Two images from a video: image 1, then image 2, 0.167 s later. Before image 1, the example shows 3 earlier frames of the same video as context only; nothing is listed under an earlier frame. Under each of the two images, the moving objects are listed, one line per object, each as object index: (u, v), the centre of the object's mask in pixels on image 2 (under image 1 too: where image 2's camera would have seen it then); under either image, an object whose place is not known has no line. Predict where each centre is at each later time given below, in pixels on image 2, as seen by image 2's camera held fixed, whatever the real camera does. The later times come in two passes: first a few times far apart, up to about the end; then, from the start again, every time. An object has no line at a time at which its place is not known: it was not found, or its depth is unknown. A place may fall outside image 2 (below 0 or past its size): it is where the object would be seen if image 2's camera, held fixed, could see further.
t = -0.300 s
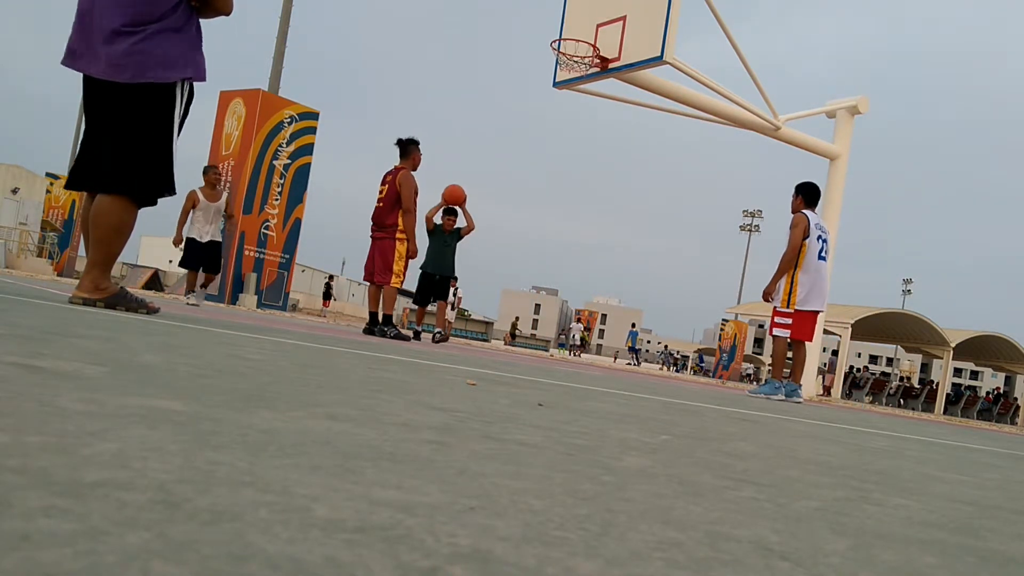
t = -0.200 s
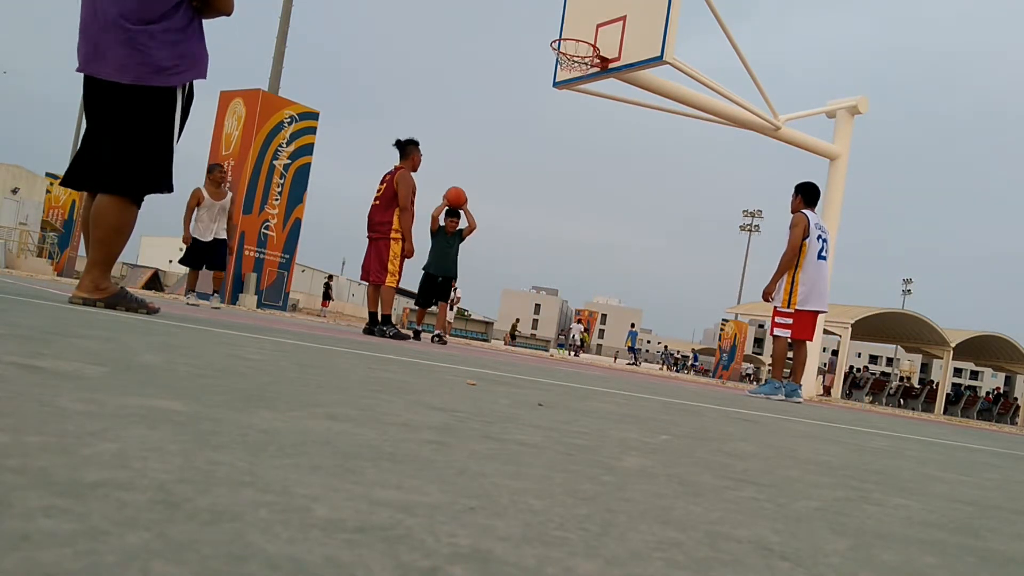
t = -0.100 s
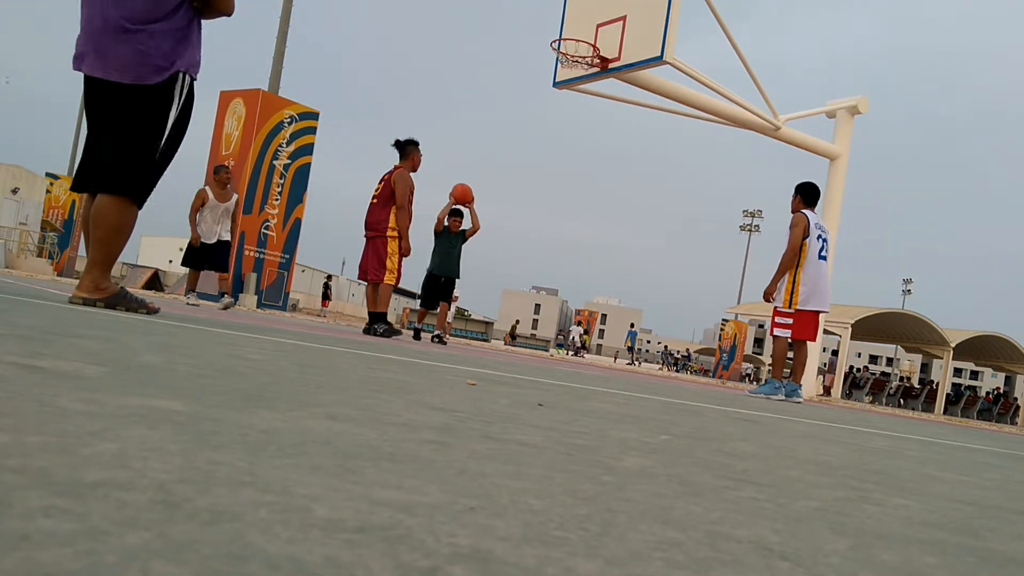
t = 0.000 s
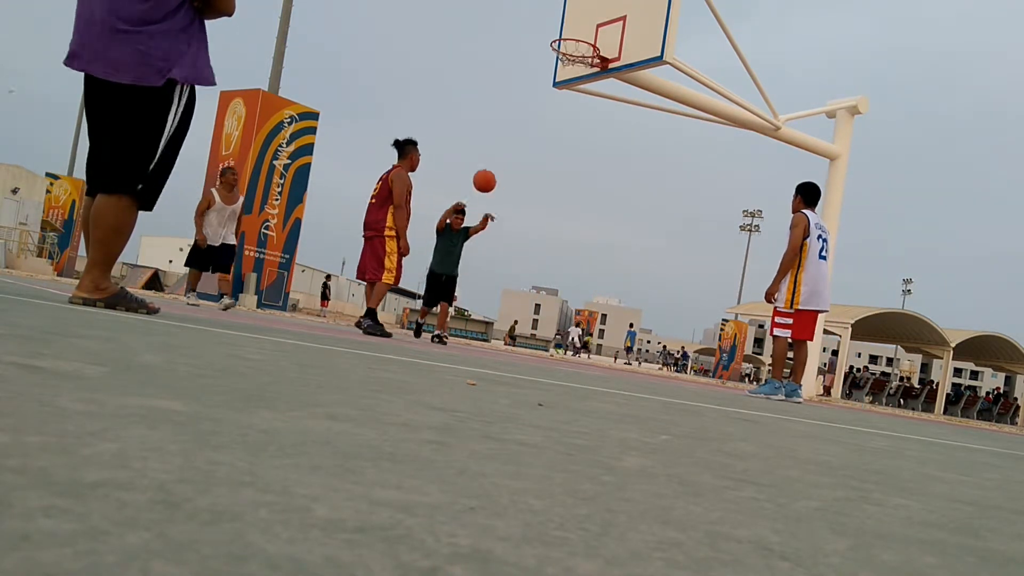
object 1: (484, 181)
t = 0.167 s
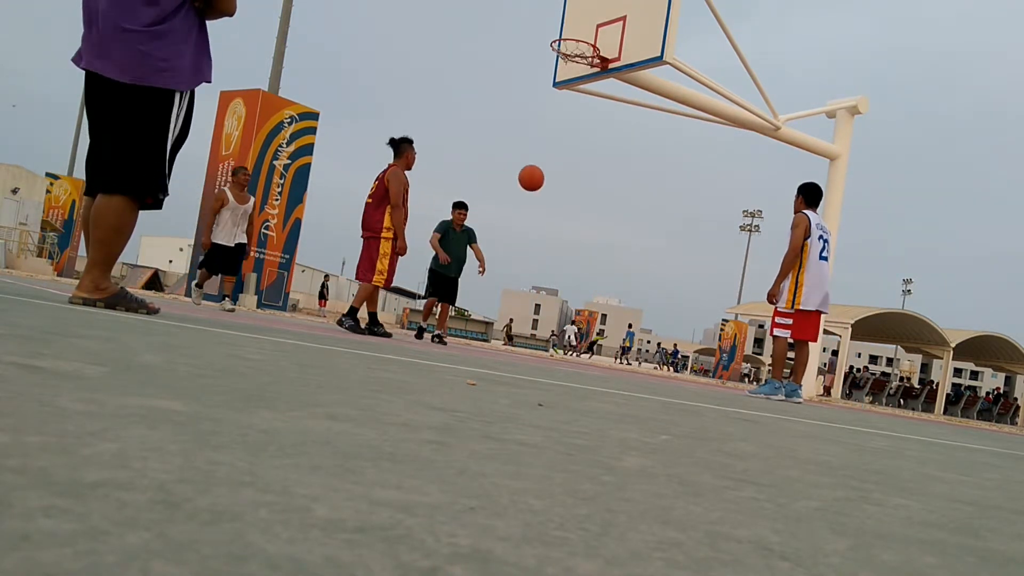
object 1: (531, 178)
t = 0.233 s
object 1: (552, 185)
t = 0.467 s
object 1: (635, 263)
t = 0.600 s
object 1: (695, 364)
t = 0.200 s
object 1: (541, 181)
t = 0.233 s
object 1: (552, 185)
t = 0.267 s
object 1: (562, 191)
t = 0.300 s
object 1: (574, 198)
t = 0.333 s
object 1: (585, 207)
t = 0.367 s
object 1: (597, 218)
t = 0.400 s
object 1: (609, 231)
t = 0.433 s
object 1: (622, 246)
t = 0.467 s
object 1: (635, 263)
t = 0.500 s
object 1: (649, 284)
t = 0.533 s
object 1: (664, 307)
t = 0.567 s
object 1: (679, 333)
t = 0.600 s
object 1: (695, 364)
